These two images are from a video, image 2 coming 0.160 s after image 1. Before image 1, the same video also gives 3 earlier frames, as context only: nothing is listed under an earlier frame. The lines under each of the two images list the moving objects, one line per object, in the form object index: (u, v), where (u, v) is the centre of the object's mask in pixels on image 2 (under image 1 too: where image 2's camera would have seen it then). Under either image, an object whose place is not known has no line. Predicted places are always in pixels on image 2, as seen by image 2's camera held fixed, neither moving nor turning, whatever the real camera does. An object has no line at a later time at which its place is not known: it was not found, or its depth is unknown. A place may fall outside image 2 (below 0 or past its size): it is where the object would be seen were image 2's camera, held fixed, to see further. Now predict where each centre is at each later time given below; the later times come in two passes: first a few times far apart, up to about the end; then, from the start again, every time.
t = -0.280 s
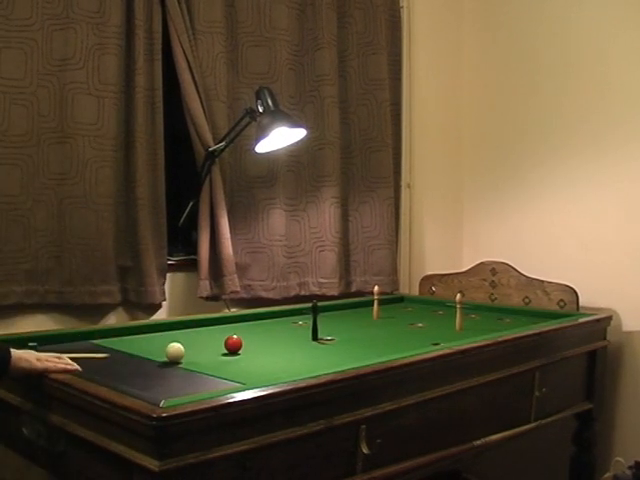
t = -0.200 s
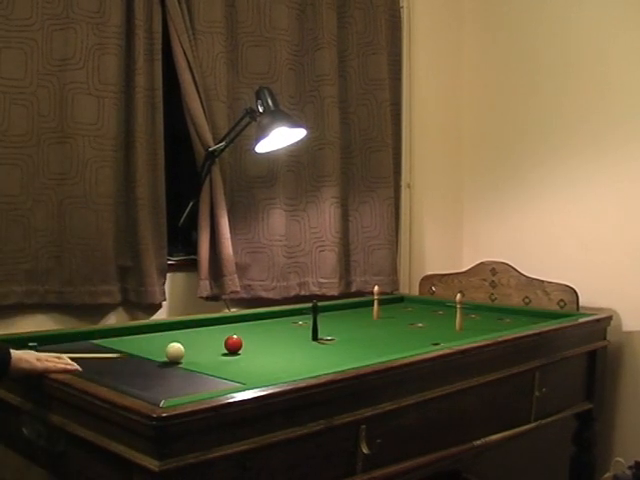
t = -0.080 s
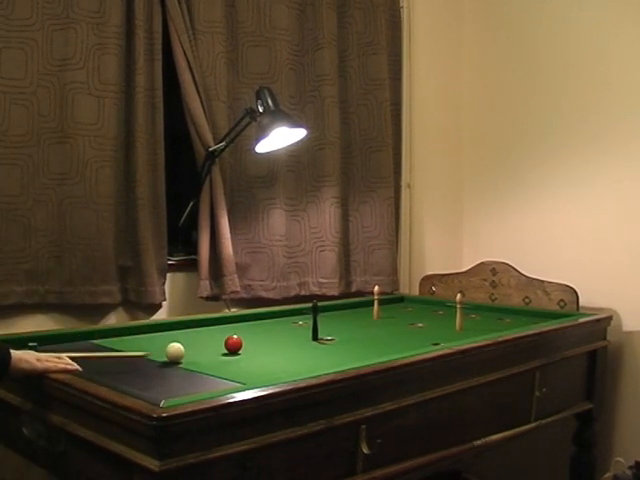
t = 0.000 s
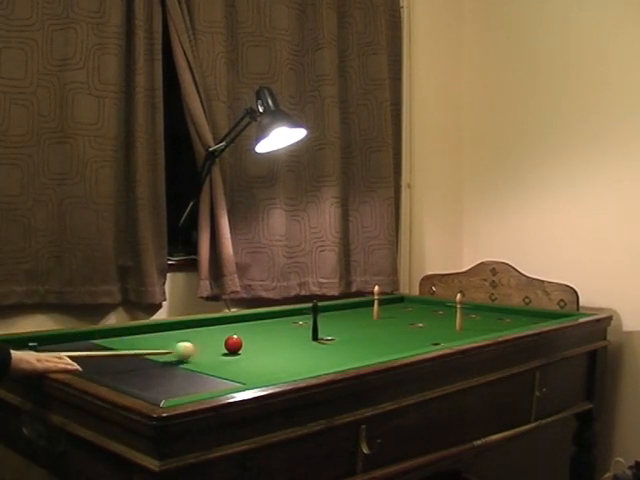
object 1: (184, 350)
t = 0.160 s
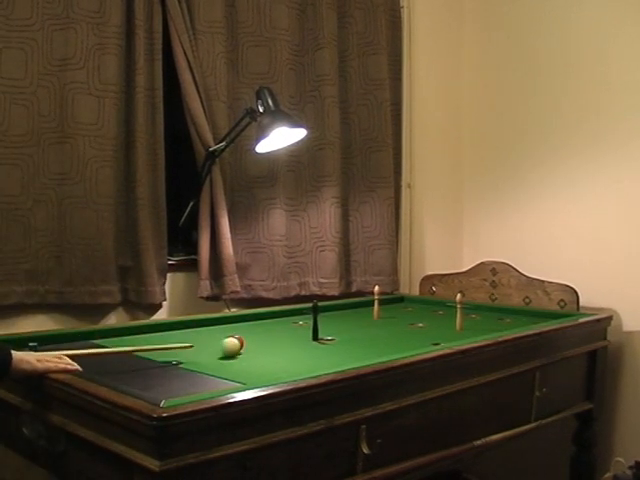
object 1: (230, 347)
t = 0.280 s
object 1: (255, 347)
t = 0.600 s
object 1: (317, 346)
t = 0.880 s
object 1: (367, 346)
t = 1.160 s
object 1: (412, 343)
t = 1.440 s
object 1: (436, 340)
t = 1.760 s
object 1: (438, 337)
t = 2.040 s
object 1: (440, 340)
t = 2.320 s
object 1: (440, 340)
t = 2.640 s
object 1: (441, 341)
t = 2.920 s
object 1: (439, 340)
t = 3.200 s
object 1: (440, 341)
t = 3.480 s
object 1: (440, 341)
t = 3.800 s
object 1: (440, 342)
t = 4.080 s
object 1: (440, 342)
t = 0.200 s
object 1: (238, 347)
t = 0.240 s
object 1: (246, 347)
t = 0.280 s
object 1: (255, 347)
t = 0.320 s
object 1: (263, 347)
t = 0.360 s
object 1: (271, 347)
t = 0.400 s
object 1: (279, 347)
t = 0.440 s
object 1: (286, 347)
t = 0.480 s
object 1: (294, 347)
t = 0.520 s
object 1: (301, 346)
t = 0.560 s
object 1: (309, 346)
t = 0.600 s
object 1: (317, 346)
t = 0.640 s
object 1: (325, 346)
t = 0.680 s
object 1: (332, 346)
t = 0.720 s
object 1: (339, 346)
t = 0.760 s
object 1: (346, 346)
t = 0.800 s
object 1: (353, 346)
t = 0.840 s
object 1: (360, 346)
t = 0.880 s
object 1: (367, 346)
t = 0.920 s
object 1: (374, 345)
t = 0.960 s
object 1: (381, 346)
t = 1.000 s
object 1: (387, 345)
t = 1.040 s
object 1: (393, 345)
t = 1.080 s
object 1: (400, 344)
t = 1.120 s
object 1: (406, 344)
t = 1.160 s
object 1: (412, 343)
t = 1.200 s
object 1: (419, 343)
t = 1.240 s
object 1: (425, 342)
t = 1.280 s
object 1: (430, 342)
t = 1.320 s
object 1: (435, 342)
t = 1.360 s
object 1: (436, 341)
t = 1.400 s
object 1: (436, 341)
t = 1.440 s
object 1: (436, 340)
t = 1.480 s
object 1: (437, 340)
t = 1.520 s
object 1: (437, 340)
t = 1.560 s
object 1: (437, 339)
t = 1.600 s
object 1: (437, 339)
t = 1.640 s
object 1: (437, 338)
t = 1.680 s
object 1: (437, 338)
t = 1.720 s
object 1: (437, 337)
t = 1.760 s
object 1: (438, 337)
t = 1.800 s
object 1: (437, 337)
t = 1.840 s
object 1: (437, 336)
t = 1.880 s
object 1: (437, 336)
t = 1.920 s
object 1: (437, 336)
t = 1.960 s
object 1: (437, 337)
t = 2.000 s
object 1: (439, 340)
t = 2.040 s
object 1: (440, 340)
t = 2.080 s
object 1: (439, 340)
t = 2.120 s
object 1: (441, 340)
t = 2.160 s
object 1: (439, 340)
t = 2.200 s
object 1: (442, 339)
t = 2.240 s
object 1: (441, 340)
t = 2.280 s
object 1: (441, 340)
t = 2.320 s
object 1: (440, 340)
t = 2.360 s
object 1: (439, 340)
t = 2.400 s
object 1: (440, 341)
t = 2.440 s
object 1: (440, 339)
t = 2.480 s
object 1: (442, 340)
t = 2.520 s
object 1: (440, 341)
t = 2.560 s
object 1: (442, 340)
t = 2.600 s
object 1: (440, 340)
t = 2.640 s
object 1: (441, 341)
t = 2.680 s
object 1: (439, 340)
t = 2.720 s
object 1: (441, 340)
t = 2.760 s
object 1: (440, 341)
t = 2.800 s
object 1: (441, 340)
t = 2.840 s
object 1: (440, 341)
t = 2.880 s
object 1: (441, 341)
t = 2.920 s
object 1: (439, 340)
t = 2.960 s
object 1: (441, 341)
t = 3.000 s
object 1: (440, 341)
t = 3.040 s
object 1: (441, 340)
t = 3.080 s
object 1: (440, 341)
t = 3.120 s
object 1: (440, 341)
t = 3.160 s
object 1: (440, 340)
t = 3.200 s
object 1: (440, 341)
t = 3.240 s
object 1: (441, 341)
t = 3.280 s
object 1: (440, 341)
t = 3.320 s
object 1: (441, 341)
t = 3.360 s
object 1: (440, 341)
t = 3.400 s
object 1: (440, 342)
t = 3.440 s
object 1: (441, 341)
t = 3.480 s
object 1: (440, 341)
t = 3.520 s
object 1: (440, 342)
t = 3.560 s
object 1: (441, 341)
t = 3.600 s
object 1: (440, 342)
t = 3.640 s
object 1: (440, 342)
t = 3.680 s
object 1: (440, 342)
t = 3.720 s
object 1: (440, 342)
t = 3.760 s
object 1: (440, 342)
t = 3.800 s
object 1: (440, 342)
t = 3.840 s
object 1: (440, 342)
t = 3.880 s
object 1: (440, 342)
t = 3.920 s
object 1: (440, 342)
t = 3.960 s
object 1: (440, 342)
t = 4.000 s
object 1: (440, 342)
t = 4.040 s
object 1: (440, 342)
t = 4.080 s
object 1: (440, 342)
